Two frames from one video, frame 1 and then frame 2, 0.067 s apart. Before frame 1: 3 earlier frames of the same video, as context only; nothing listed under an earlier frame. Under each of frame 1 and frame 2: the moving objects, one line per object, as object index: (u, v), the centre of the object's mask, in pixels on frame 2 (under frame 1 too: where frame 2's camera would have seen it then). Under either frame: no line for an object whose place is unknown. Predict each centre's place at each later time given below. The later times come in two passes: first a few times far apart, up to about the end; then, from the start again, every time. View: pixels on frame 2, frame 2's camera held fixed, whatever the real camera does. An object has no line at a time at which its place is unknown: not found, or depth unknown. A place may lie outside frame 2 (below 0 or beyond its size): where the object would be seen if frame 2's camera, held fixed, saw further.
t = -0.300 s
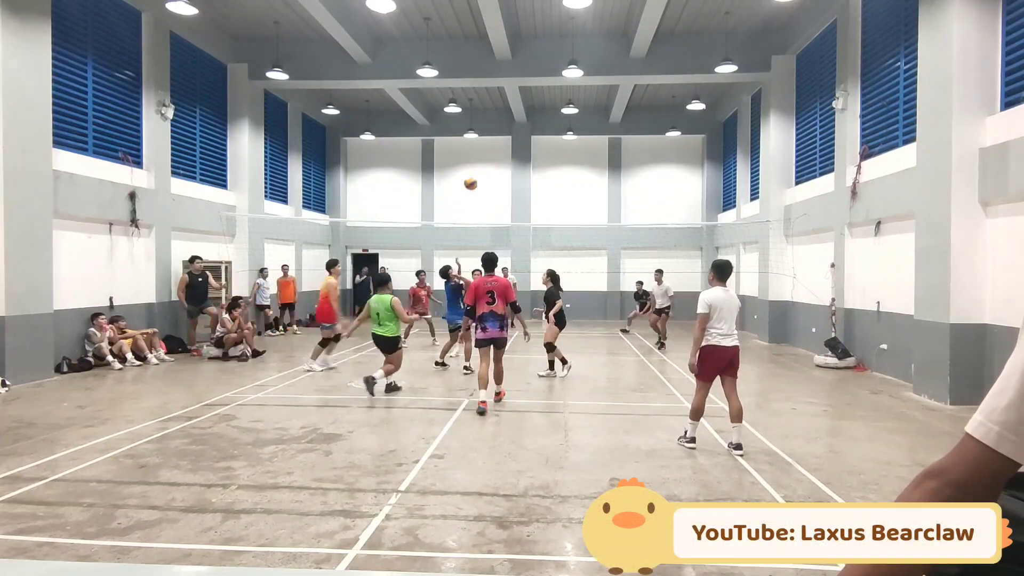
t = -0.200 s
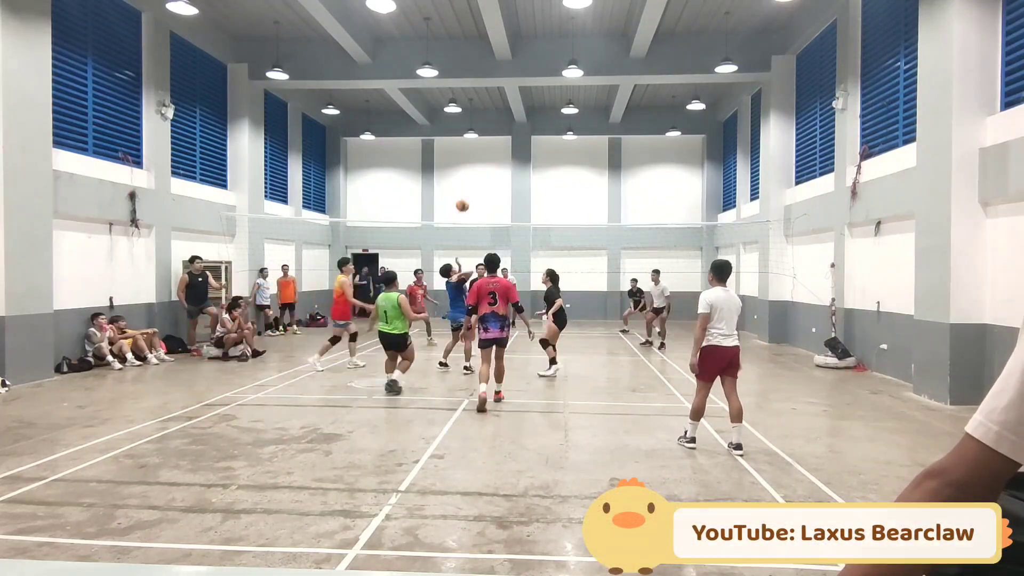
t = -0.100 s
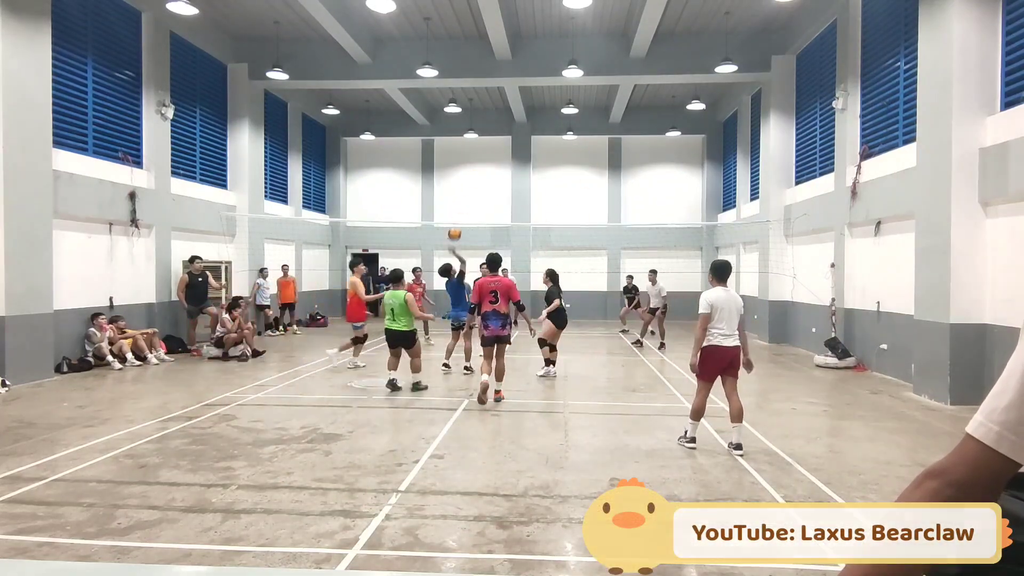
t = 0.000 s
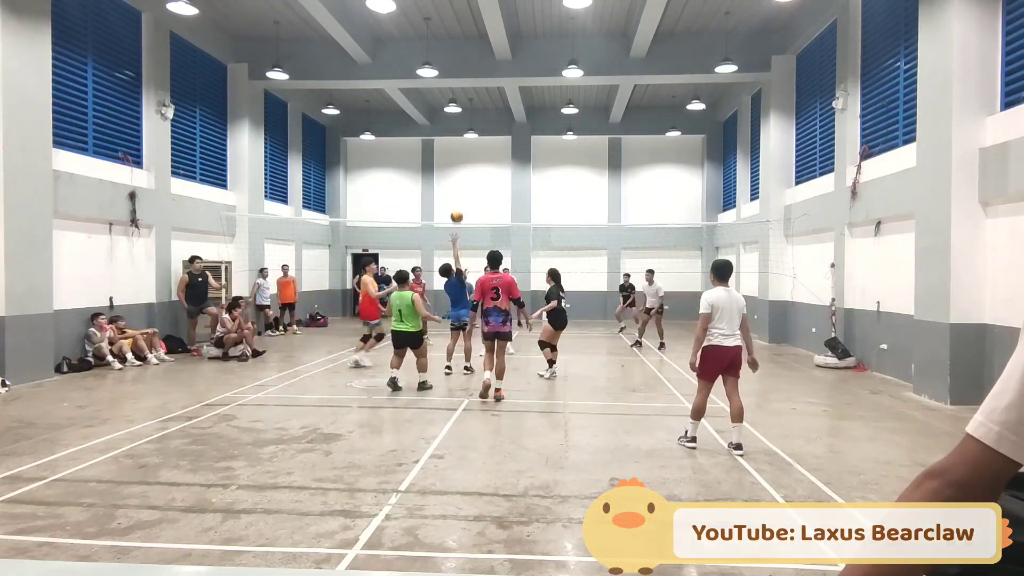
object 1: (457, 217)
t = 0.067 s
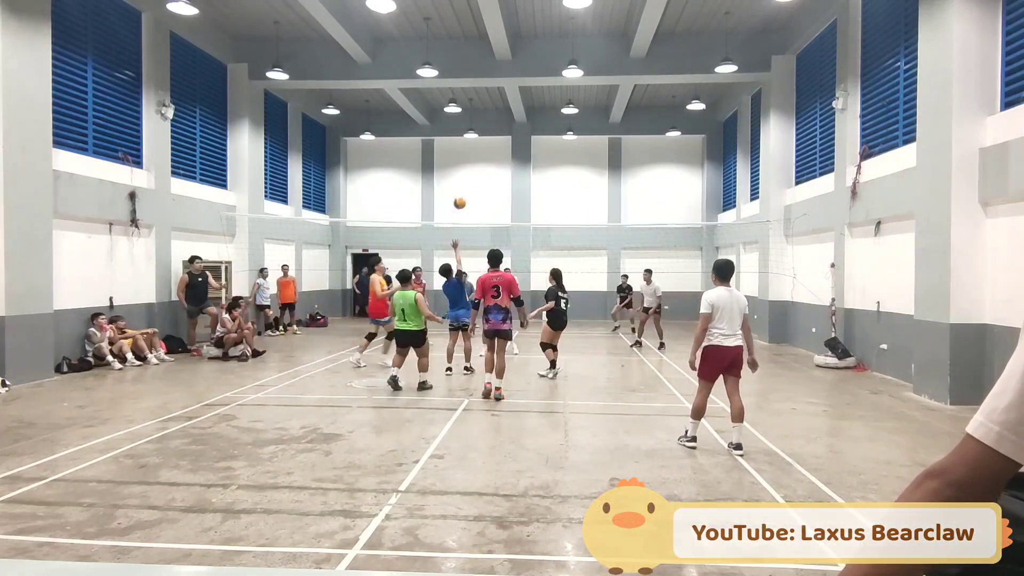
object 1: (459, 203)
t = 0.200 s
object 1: (464, 186)
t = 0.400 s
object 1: (471, 181)
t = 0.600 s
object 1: (477, 197)
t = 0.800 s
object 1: (482, 228)
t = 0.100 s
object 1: (461, 198)
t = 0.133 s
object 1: (462, 193)
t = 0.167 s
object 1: (463, 189)
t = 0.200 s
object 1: (464, 186)
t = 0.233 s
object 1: (466, 184)
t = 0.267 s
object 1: (467, 182)
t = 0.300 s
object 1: (468, 181)
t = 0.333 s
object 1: (469, 180)
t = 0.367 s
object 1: (470, 180)
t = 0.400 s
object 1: (471, 181)
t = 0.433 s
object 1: (472, 183)
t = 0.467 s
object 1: (474, 185)
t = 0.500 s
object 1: (475, 187)
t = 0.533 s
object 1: (475, 190)
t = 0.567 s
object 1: (476, 193)
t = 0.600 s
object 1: (477, 197)
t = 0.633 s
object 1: (478, 201)
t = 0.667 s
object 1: (479, 205)
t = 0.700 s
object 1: (480, 210)
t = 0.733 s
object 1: (481, 216)
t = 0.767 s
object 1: (482, 220)
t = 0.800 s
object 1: (482, 228)
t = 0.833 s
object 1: (483, 234)
